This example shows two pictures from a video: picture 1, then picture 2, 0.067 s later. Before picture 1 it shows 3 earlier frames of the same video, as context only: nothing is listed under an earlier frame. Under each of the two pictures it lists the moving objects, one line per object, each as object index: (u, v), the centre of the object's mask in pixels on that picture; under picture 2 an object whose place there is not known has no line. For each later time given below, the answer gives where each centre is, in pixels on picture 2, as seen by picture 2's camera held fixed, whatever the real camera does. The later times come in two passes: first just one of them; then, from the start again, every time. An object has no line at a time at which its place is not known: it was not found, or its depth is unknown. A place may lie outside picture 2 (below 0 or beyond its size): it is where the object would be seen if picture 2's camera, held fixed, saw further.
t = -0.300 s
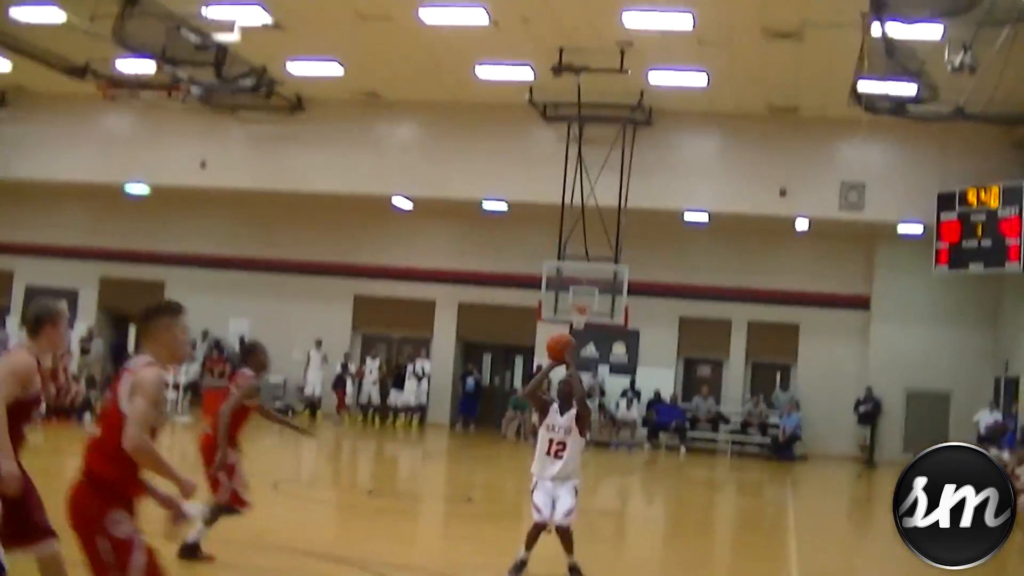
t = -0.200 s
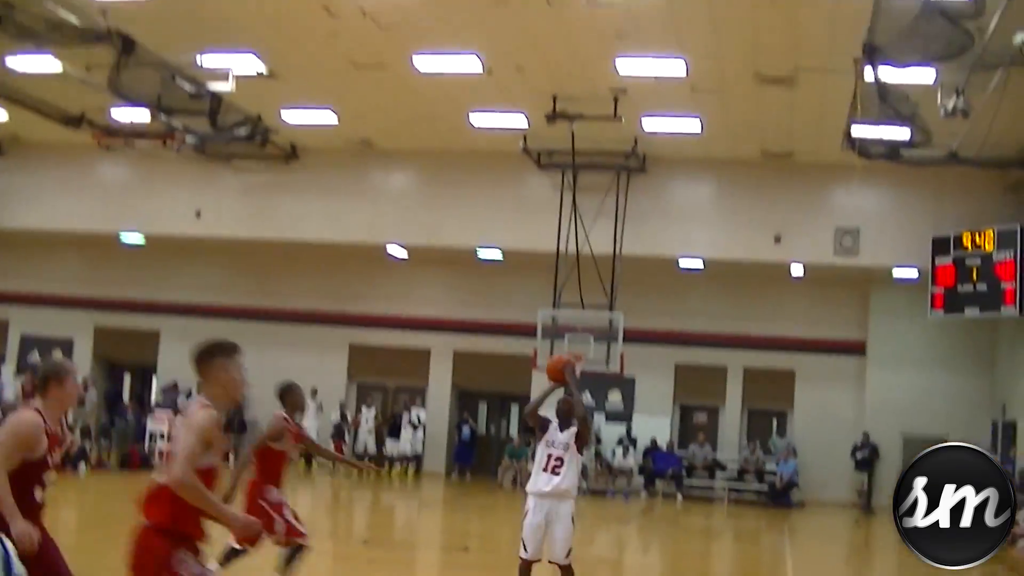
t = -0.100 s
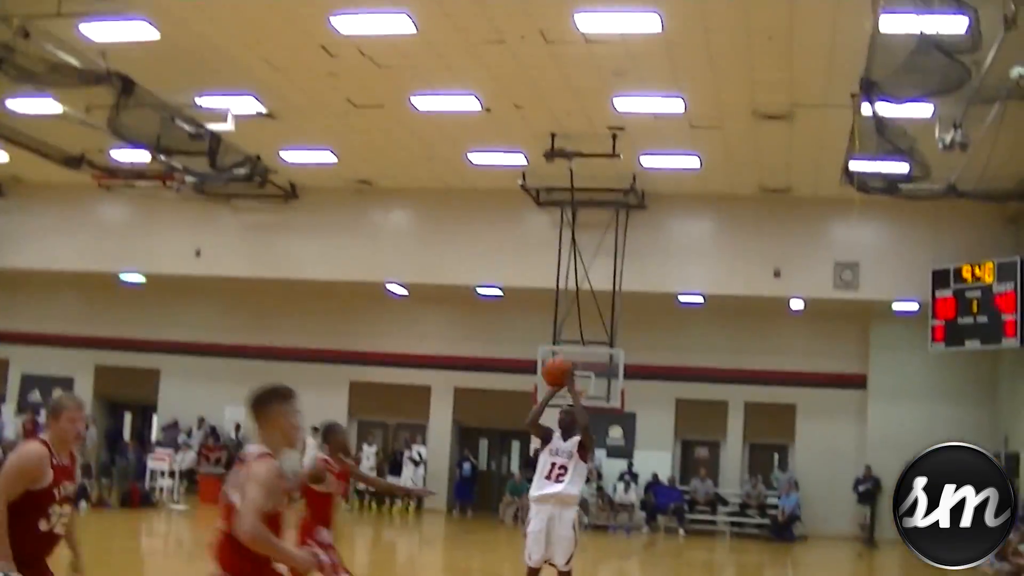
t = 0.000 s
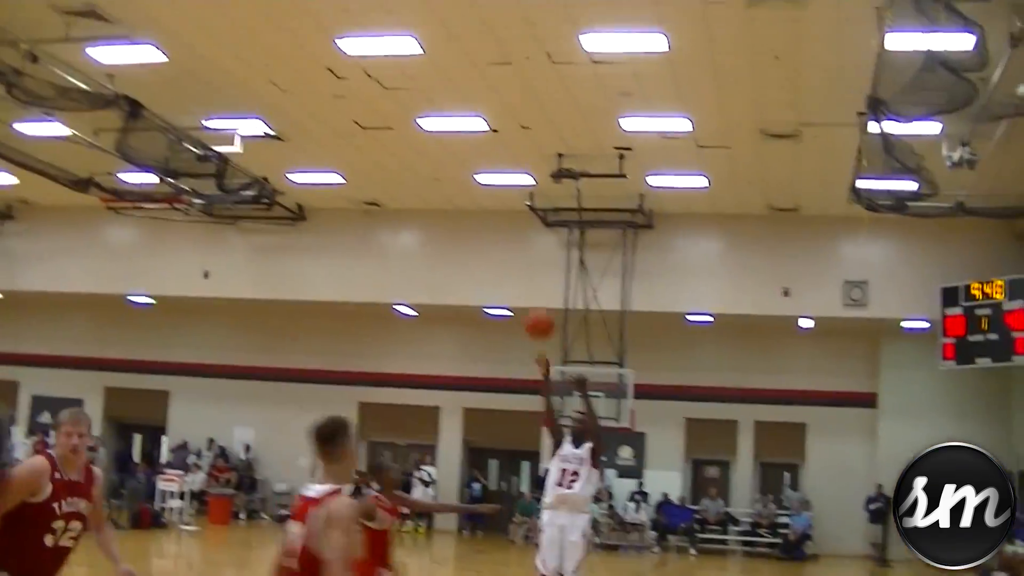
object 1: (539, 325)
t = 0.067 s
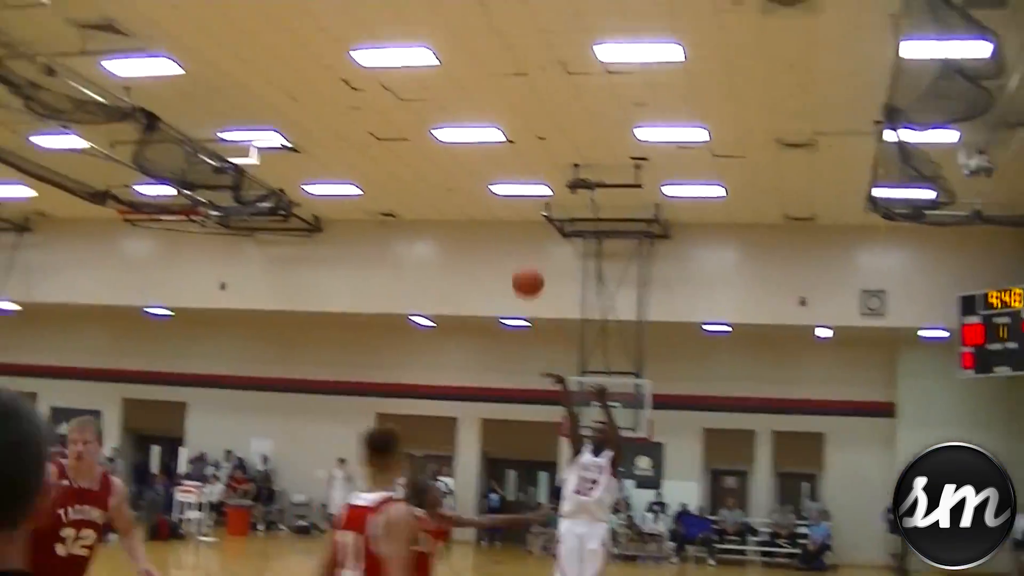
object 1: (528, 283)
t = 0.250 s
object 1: (442, 158)
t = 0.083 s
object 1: (520, 271)
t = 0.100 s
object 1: (513, 258)
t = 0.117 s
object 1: (506, 245)
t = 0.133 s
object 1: (499, 235)
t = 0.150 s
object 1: (491, 223)
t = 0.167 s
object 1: (483, 212)
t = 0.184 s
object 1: (475, 200)
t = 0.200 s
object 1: (467, 189)
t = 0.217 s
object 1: (459, 178)
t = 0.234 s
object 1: (451, 168)
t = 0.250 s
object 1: (442, 158)
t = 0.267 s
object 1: (434, 147)
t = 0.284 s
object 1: (425, 138)
